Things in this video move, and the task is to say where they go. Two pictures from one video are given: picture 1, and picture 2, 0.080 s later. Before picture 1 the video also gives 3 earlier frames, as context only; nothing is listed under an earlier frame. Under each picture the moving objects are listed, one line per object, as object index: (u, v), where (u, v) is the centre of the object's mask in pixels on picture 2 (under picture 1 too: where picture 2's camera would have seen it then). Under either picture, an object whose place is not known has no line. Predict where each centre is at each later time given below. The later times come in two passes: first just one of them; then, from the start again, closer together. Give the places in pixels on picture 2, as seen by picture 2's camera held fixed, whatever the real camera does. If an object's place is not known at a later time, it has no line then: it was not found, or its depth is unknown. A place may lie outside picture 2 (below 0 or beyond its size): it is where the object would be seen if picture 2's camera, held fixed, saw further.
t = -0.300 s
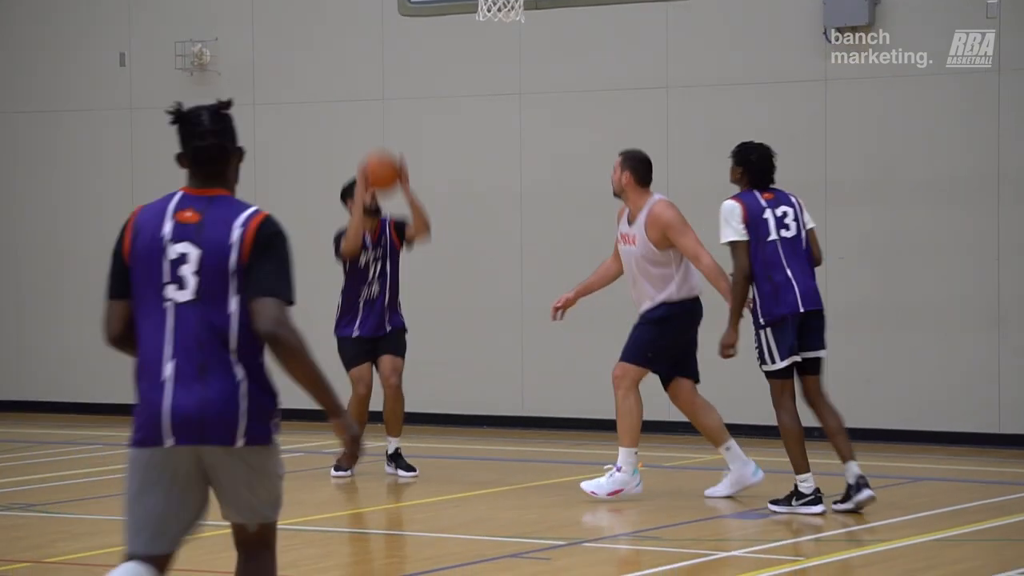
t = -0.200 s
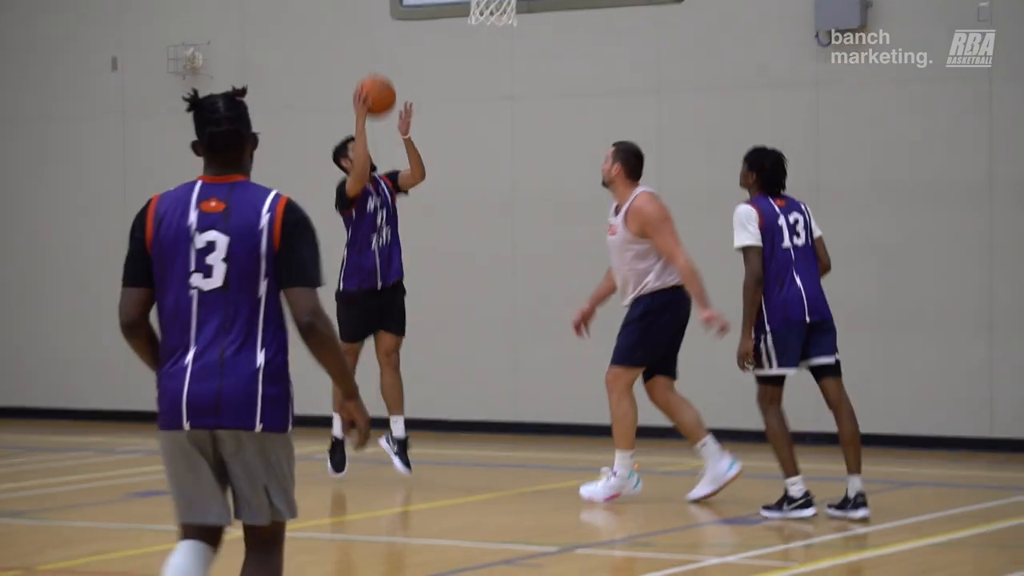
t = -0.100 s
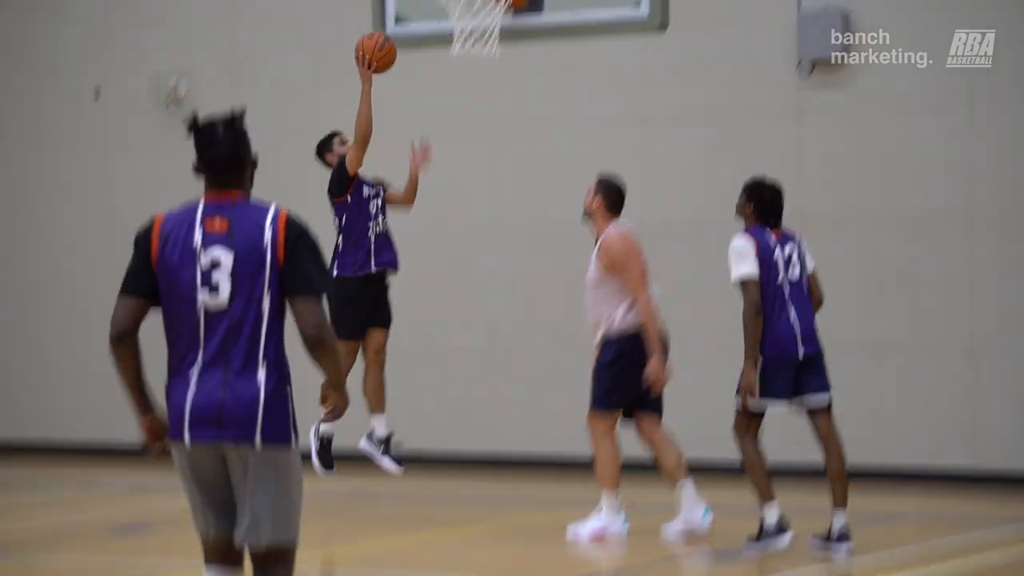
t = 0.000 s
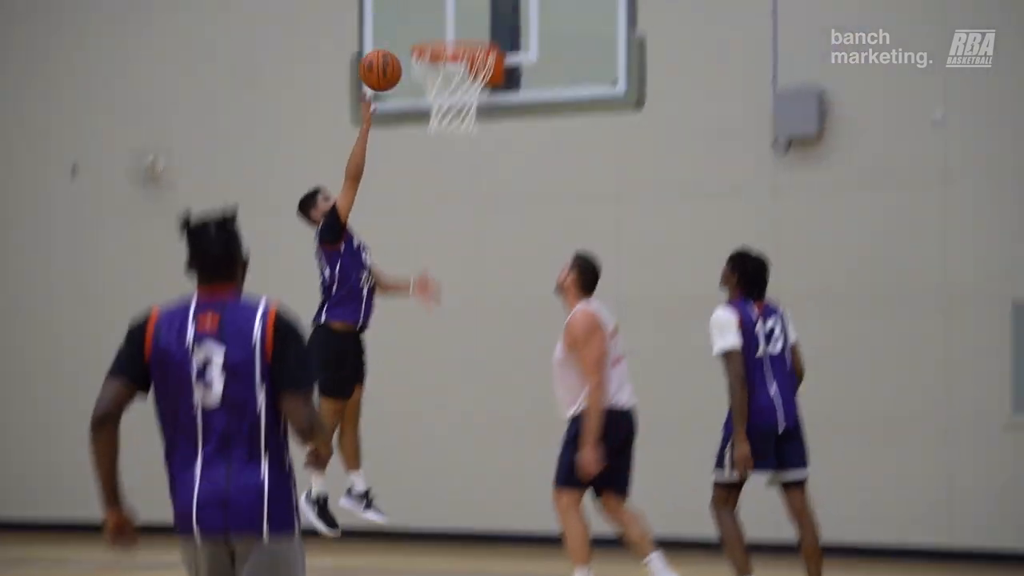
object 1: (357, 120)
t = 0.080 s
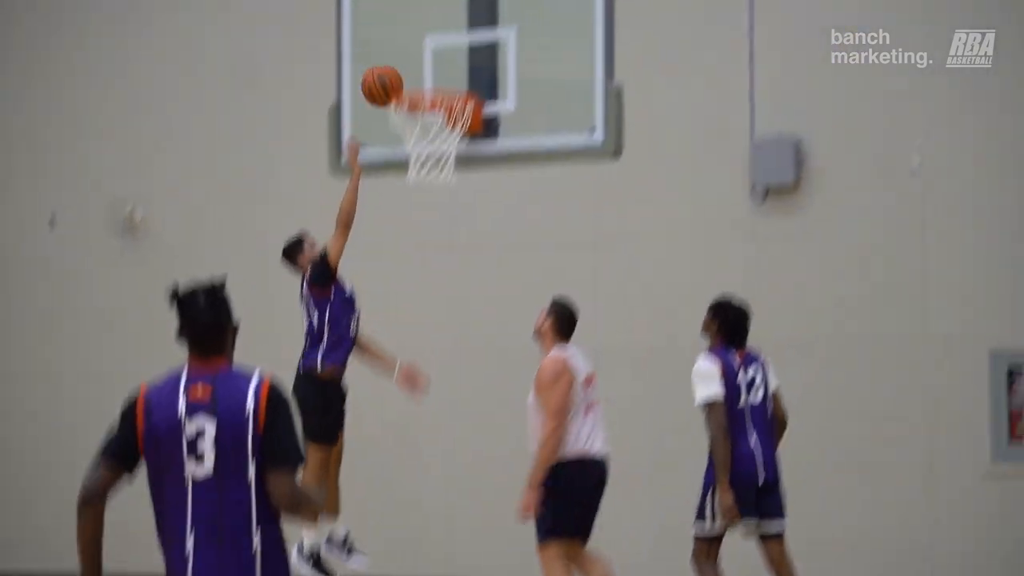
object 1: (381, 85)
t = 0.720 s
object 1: (415, 118)
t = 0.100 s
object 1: (387, 78)
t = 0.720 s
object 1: (415, 118)
